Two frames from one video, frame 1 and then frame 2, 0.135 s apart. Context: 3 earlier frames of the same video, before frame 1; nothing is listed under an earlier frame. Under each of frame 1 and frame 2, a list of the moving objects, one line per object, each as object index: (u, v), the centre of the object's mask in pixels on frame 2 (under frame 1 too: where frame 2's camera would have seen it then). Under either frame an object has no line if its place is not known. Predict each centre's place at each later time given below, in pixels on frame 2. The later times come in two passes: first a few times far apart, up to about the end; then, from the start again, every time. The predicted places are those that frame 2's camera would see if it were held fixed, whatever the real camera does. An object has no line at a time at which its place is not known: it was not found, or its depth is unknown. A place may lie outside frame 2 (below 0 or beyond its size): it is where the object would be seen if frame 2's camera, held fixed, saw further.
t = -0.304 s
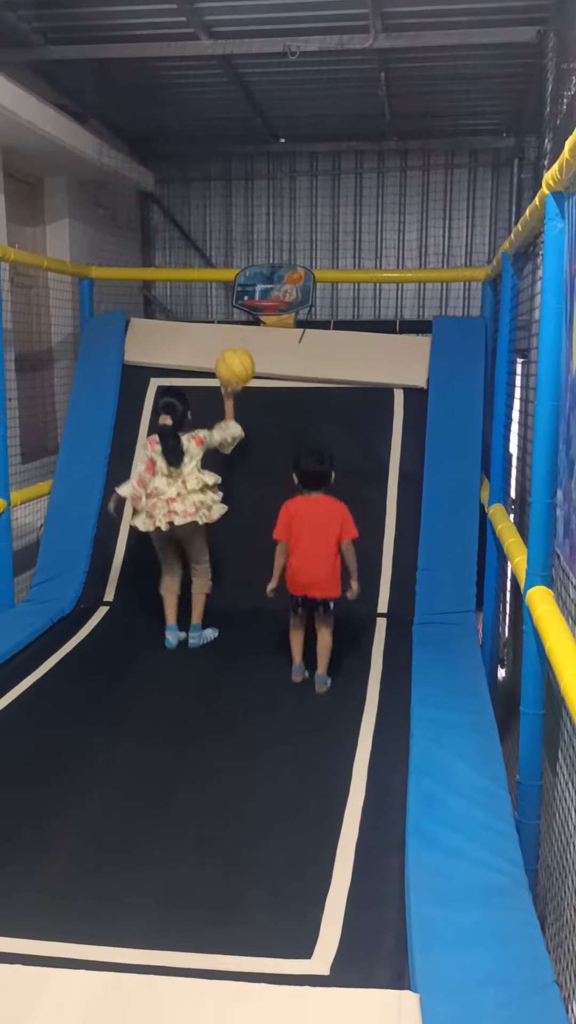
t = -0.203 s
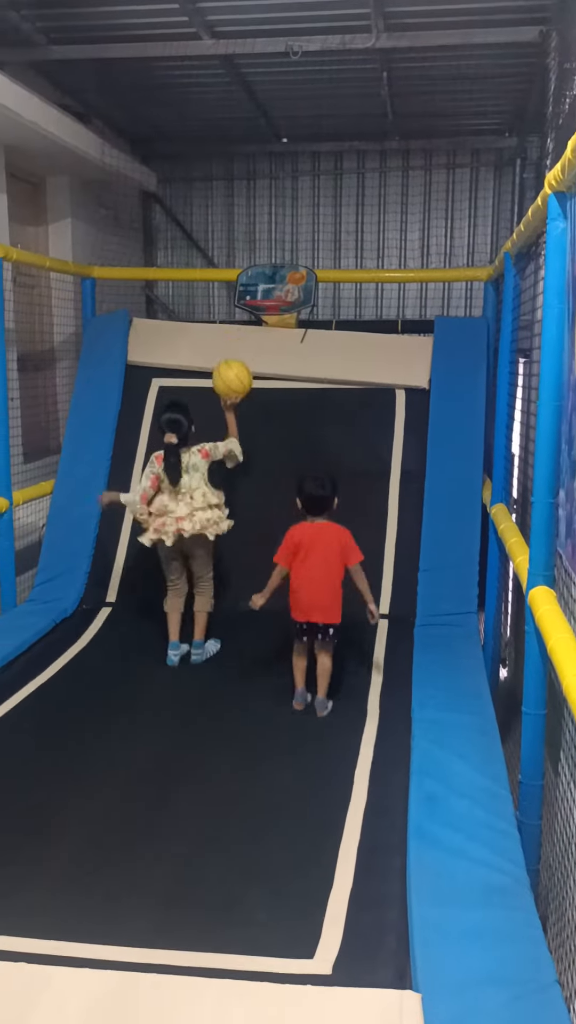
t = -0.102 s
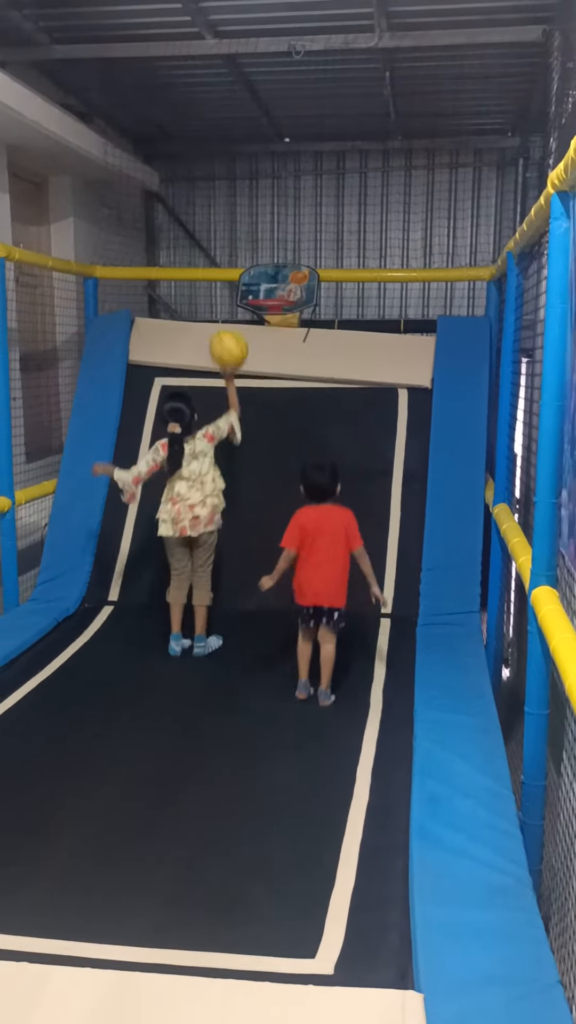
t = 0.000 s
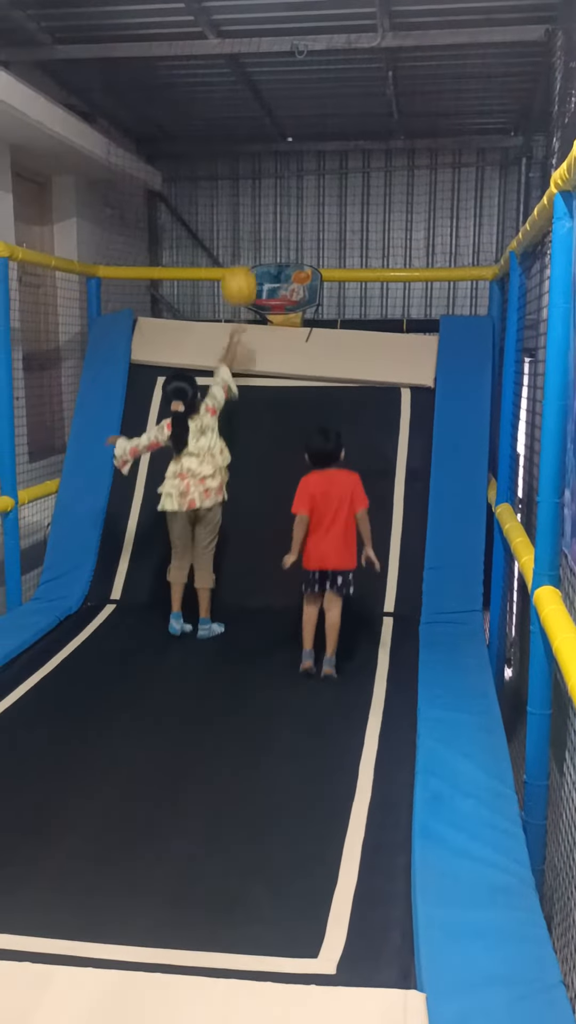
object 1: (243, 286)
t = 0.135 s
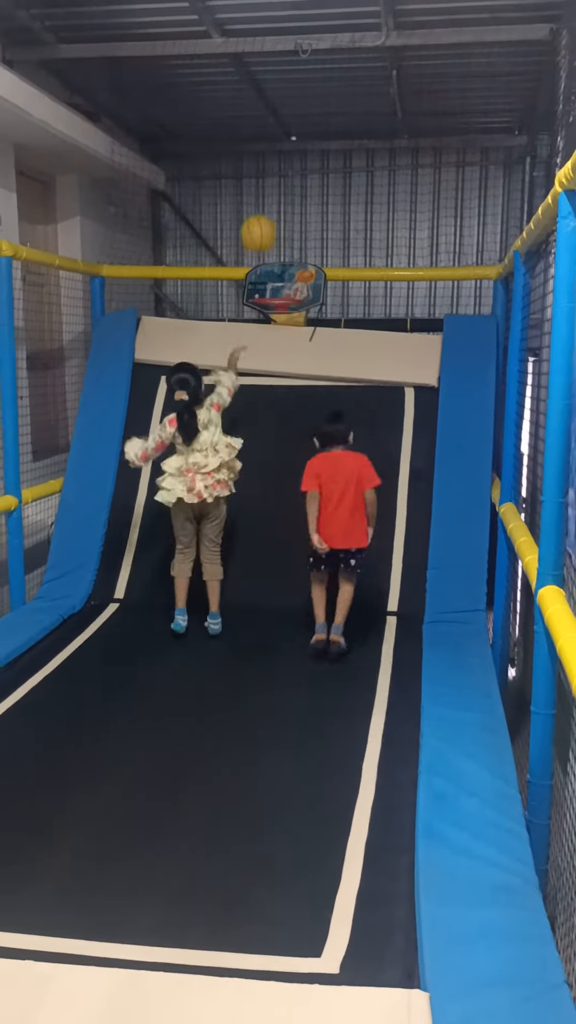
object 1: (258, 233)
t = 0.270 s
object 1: (270, 222)
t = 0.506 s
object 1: (265, 245)
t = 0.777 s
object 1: (220, 280)
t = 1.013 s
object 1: (149, 325)
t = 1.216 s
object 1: (103, 442)
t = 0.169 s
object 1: (262, 227)
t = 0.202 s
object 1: (265, 224)
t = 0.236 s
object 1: (268, 222)
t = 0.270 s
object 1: (270, 222)
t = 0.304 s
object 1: (272, 224)
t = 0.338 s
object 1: (274, 228)
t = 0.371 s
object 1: (276, 234)
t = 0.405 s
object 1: (277, 239)
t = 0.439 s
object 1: (274, 241)
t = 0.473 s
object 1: (269, 243)
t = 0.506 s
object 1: (265, 245)
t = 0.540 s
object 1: (261, 251)
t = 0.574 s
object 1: (256, 258)
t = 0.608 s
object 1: (253, 266)
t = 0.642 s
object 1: (249, 277)
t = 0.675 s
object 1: (246, 287)
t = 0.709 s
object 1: (239, 286)
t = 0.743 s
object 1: (230, 283)
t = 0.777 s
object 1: (220, 280)
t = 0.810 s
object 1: (210, 280)
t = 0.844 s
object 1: (201, 282)
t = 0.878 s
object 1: (190, 285)
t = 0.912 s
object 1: (179, 293)
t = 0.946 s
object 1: (169, 300)
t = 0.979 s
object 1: (159, 311)
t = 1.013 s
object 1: (149, 325)
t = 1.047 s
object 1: (139, 342)
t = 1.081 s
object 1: (130, 359)
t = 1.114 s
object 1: (124, 377)
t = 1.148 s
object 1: (116, 398)
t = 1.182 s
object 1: (110, 418)
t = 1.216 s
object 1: (103, 442)
